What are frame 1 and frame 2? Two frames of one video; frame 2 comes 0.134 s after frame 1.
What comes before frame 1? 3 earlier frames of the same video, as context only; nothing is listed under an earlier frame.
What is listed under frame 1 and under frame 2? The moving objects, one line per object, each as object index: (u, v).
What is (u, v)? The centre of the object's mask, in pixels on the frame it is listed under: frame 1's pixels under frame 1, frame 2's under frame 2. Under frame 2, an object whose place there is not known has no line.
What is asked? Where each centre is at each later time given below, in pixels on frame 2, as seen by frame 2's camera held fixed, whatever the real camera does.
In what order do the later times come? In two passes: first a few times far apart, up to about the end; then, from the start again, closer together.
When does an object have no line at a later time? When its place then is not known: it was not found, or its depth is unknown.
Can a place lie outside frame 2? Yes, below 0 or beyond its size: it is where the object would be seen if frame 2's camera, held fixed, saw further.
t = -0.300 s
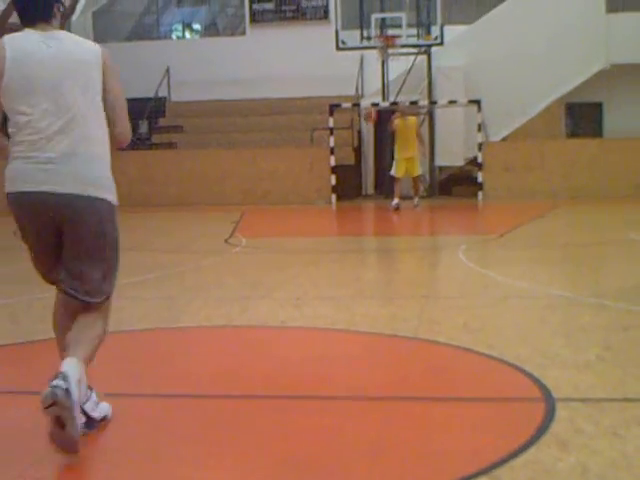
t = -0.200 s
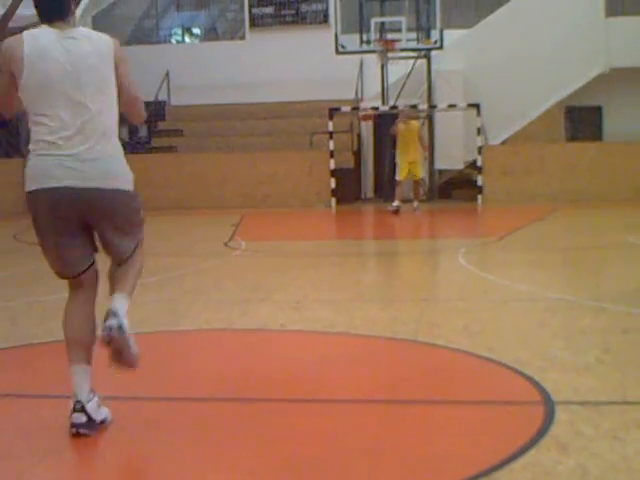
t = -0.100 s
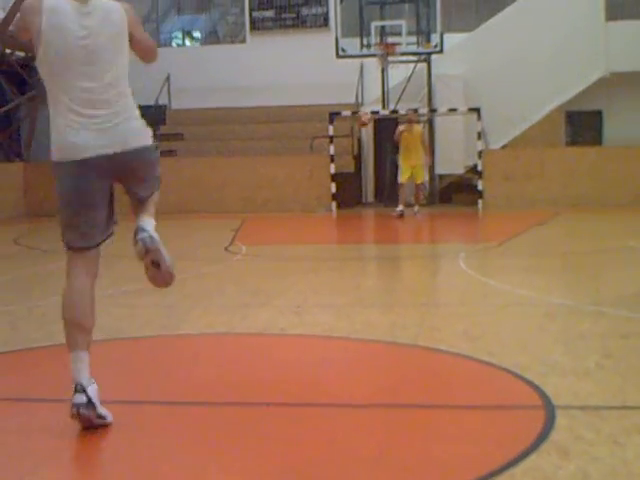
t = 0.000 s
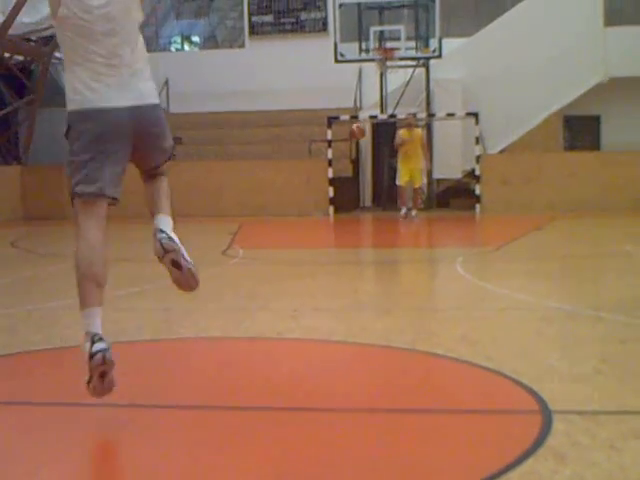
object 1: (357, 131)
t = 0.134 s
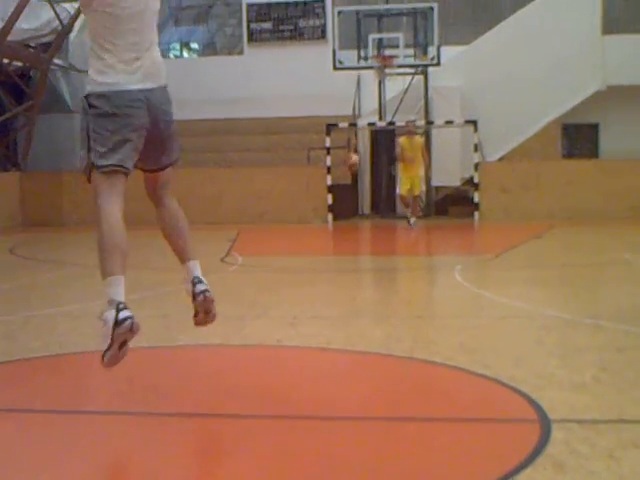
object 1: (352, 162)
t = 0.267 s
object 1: (347, 201)
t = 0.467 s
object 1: (337, 226)
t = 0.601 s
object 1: (329, 201)
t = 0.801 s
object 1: (313, 186)
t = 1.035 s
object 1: (294, 212)
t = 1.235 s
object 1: (278, 272)
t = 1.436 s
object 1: (252, 235)
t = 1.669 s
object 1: (219, 245)
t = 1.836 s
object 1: (192, 301)
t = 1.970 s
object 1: (166, 297)
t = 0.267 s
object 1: (347, 201)
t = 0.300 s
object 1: (345, 212)
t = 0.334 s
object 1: (344, 223)
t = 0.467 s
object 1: (337, 226)
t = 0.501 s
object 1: (334, 217)
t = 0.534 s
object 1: (334, 213)
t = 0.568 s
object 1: (331, 206)
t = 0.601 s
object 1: (329, 201)
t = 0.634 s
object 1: (326, 195)
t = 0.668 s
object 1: (325, 194)
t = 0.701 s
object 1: (320, 189)
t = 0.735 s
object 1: (318, 187)
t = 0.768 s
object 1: (314, 185)
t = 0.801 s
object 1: (313, 186)
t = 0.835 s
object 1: (311, 187)
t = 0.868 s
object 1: (308, 187)
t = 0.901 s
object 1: (305, 190)
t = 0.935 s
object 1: (302, 193)
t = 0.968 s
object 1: (300, 200)
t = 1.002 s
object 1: (299, 206)
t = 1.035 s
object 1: (294, 212)
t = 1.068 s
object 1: (292, 222)
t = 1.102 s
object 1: (290, 232)
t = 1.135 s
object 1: (286, 244)
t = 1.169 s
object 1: (284, 258)
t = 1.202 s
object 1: (281, 271)
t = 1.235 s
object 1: (278, 272)
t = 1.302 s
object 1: (270, 256)
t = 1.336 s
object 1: (266, 250)
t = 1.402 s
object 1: (257, 238)
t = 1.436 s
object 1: (252, 235)
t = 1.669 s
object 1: (219, 245)
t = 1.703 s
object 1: (213, 253)
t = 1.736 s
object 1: (208, 263)
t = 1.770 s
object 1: (203, 273)
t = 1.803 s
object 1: (196, 286)
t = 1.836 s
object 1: (192, 301)
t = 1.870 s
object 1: (186, 318)
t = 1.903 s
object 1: (179, 312)
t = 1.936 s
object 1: (172, 303)
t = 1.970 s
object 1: (166, 297)
